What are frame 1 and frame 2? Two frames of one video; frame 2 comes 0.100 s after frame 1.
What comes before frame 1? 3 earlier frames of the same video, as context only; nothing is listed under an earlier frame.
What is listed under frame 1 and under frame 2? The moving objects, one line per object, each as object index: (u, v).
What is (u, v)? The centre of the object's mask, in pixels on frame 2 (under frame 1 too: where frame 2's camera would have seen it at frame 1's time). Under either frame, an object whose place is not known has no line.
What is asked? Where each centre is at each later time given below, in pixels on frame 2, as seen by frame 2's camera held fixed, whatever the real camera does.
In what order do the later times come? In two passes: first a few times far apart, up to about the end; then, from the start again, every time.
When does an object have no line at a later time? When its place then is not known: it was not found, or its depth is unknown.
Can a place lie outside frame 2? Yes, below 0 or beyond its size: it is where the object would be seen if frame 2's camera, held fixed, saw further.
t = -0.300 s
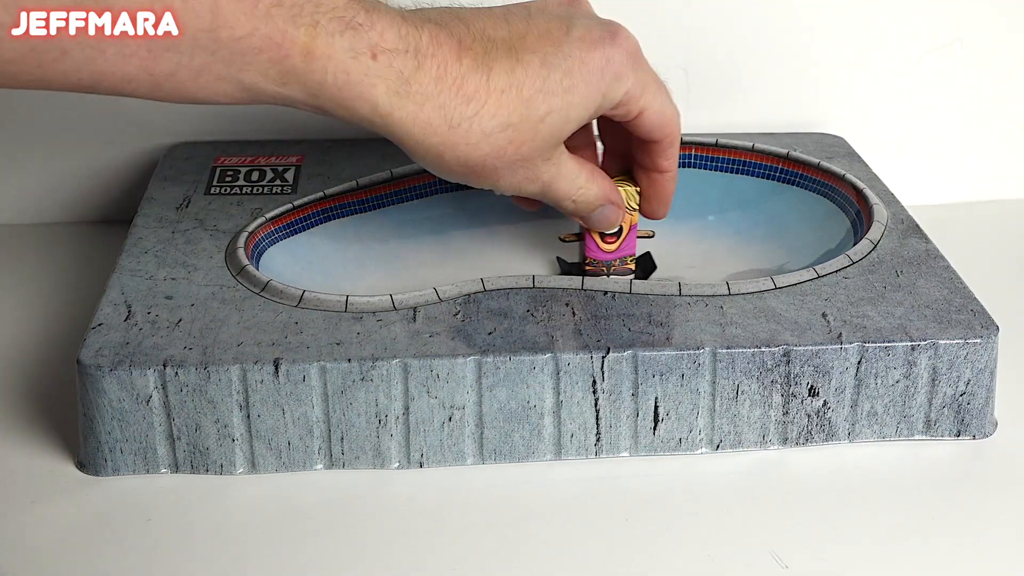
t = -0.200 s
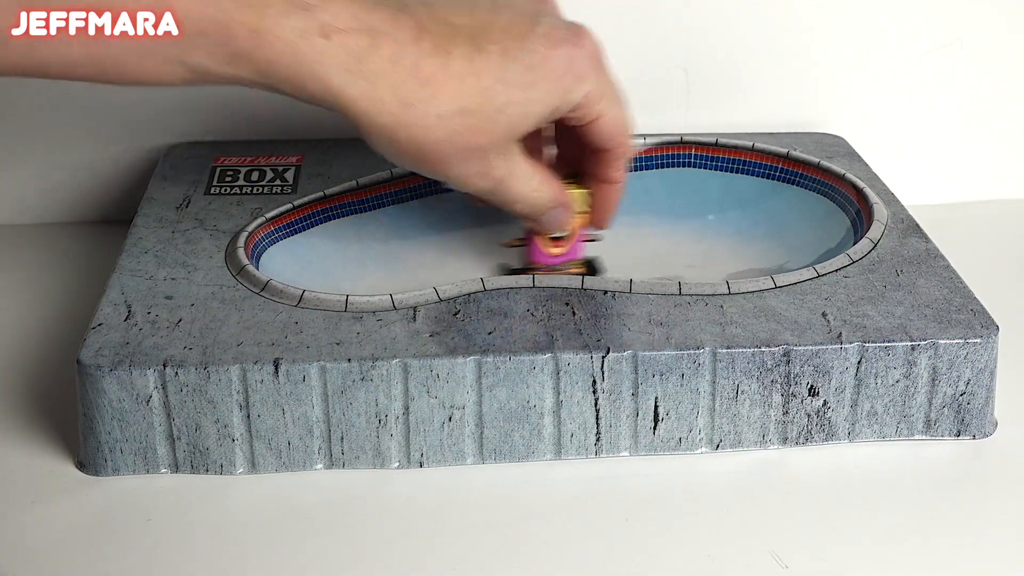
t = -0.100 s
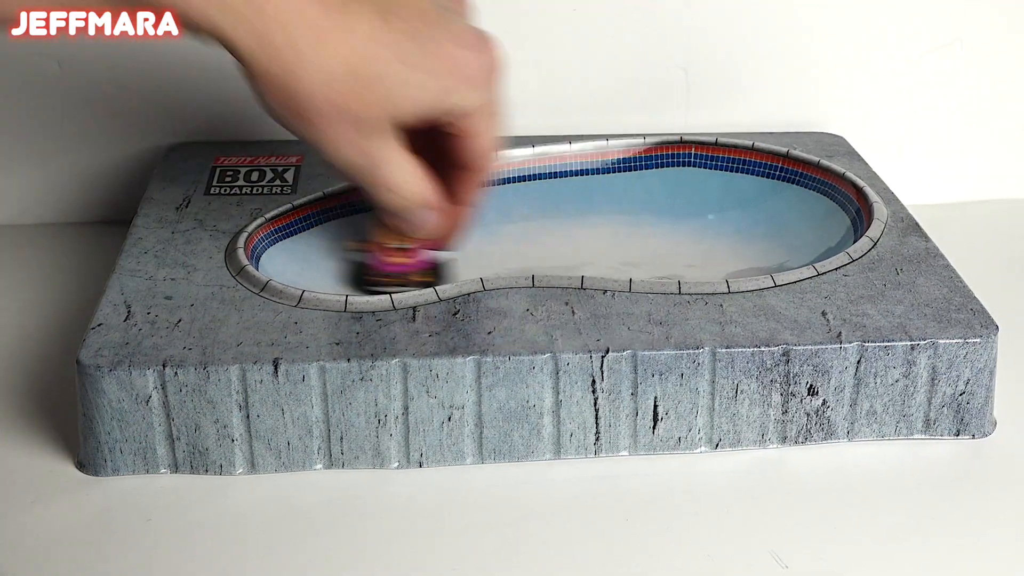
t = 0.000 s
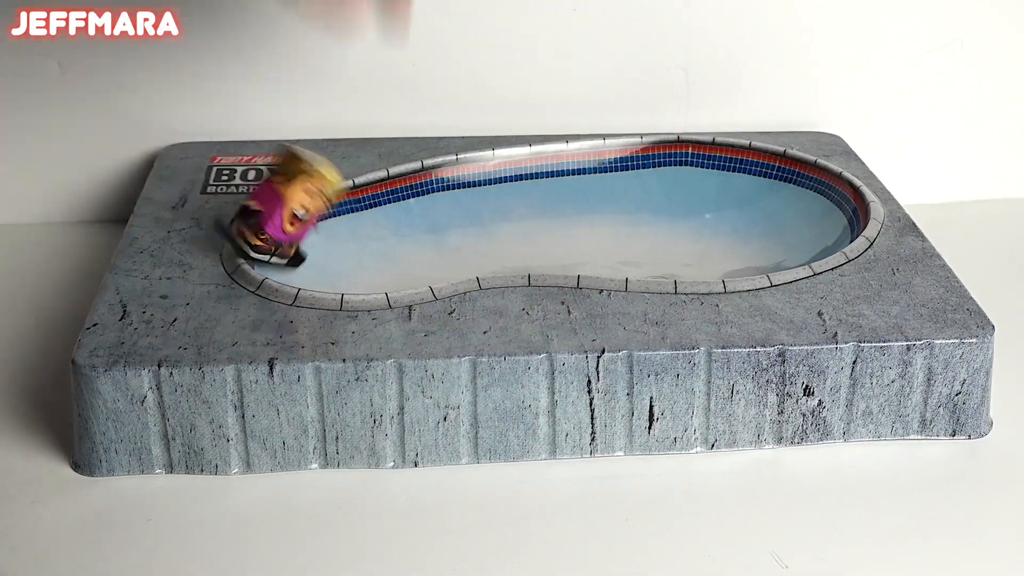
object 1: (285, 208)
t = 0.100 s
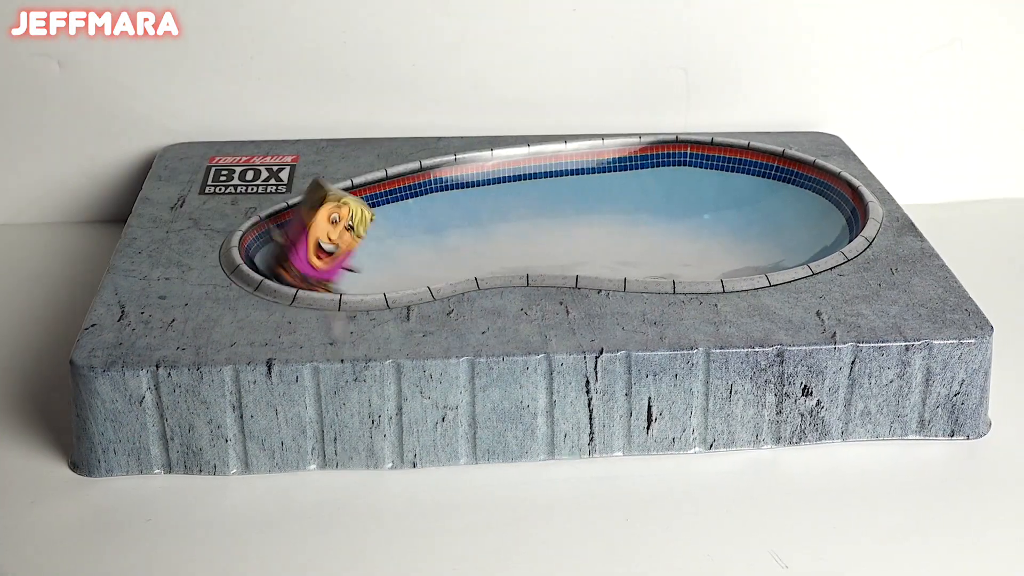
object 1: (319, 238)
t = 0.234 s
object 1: (443, 241)
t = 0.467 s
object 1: (655, 203)
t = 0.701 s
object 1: (736, 205)
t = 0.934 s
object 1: (667, 233)
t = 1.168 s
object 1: (608, 230)
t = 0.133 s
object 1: (349, 245)
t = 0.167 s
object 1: (379, 247)
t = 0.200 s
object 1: (409, 244)
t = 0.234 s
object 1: (443, 241)
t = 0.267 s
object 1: (481, 235)
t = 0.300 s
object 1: (515, 231)
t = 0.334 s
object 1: (547, 226)
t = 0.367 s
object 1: (575, 224)
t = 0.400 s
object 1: (603, 218)
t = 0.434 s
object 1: (630, 211)
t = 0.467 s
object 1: (655, 203)
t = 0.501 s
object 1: (676, 197)
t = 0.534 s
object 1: (693, 192)
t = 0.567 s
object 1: (708, 190)
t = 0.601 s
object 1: (722, 190)
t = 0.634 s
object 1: (729, 193)
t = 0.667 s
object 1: (735, 198)
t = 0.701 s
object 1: (736, 205)
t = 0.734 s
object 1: (734, 214)
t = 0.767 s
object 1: (726, 220)
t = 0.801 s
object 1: (717, 225)
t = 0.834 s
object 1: (706, 229)
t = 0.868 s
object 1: (693, 231)
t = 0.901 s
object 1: (680, 232)
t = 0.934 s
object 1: (667, 233)
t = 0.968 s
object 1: (654, 233)
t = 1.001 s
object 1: (643, 233)
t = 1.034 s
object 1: (633, 233)
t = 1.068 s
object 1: (624, 232)
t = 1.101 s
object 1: (618, 231)
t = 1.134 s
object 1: (612, 231)
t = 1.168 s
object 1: (608, 230)
